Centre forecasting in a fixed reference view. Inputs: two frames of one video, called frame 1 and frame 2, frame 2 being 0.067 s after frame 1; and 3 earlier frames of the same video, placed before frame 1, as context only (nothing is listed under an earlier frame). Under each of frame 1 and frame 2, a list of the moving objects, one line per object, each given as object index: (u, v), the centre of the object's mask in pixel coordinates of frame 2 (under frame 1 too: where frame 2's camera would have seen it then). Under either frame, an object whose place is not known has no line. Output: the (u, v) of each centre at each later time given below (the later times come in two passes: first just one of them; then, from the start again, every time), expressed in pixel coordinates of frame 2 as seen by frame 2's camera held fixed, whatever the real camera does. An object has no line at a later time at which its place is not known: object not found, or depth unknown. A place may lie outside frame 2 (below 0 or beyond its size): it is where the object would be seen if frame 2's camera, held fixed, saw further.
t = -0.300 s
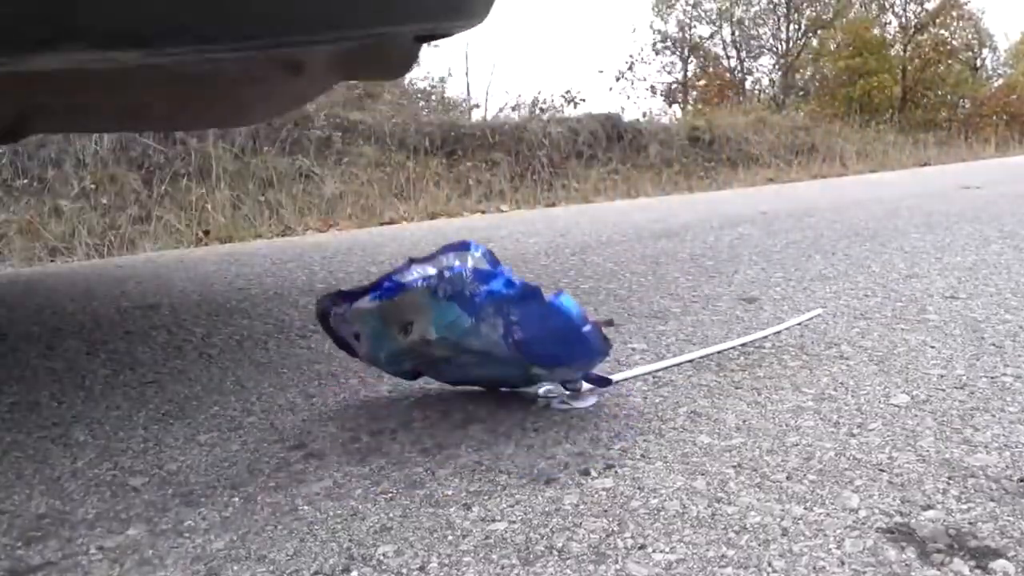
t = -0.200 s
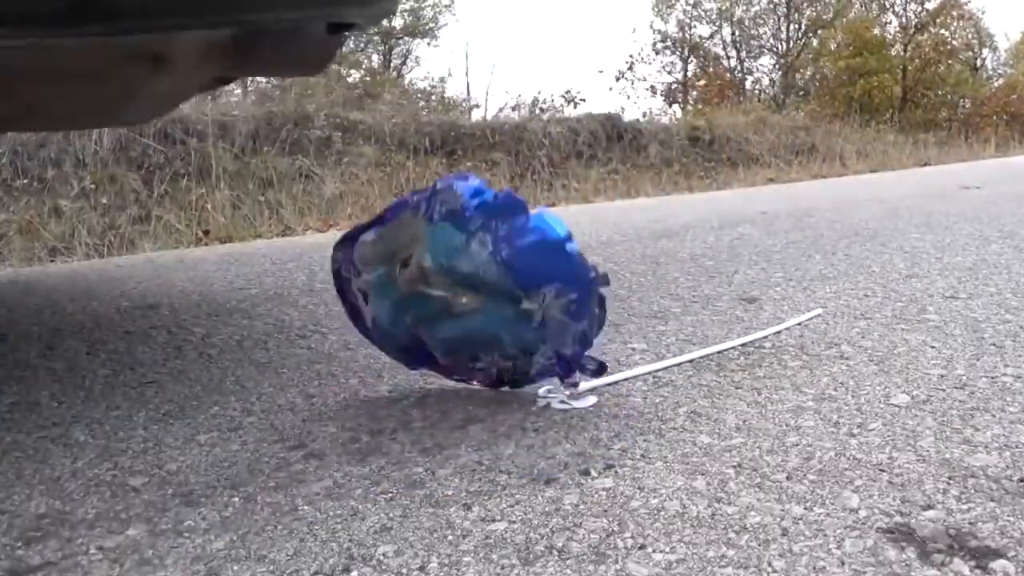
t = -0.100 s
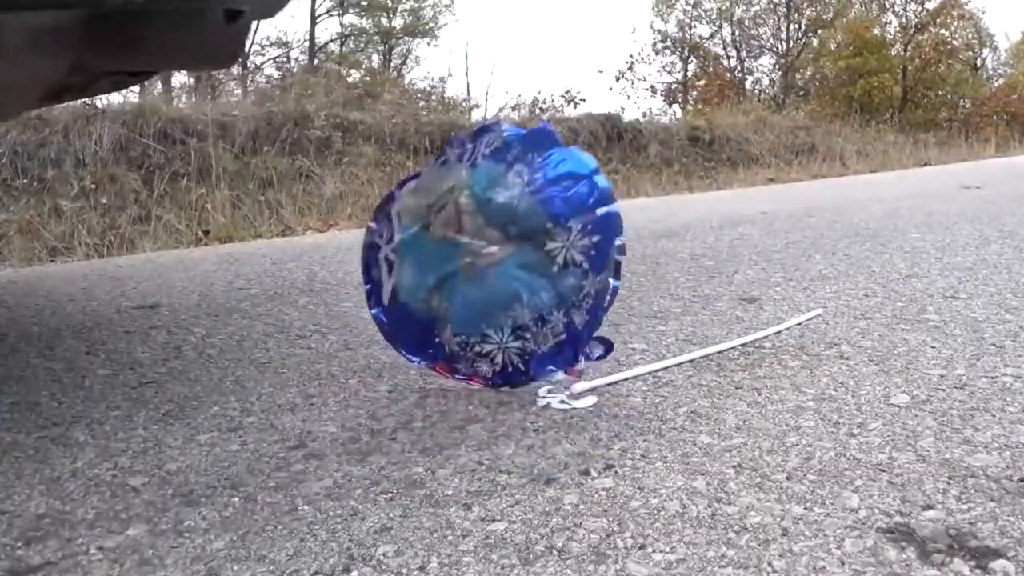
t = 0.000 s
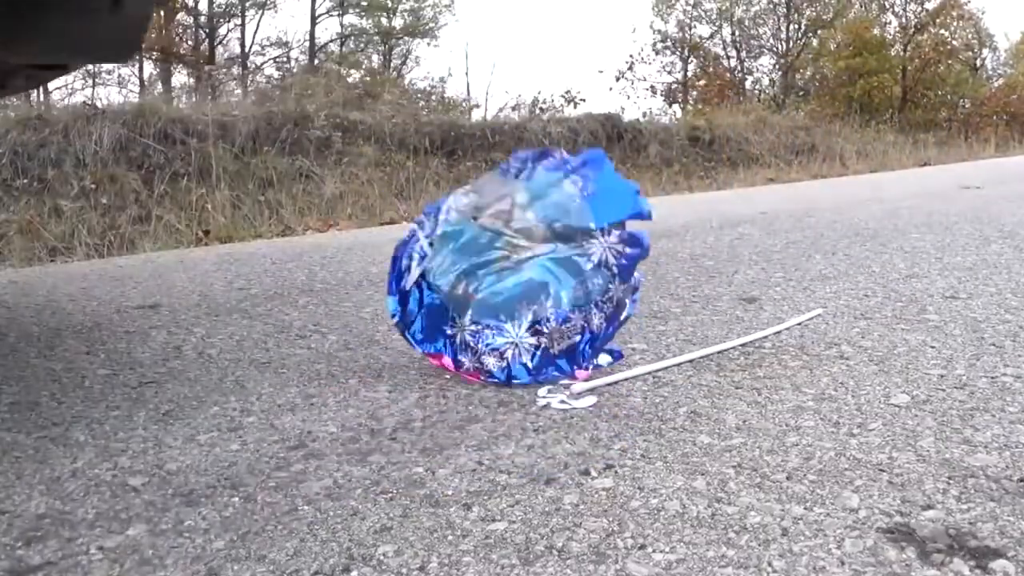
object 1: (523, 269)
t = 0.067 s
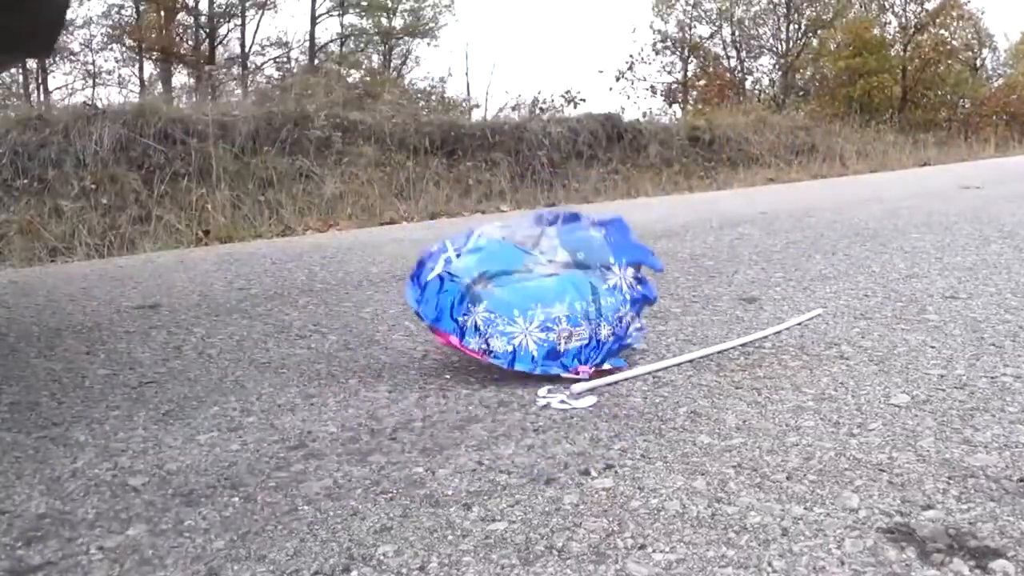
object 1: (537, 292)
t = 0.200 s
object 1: (563, 320)
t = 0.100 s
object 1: (543, 298)
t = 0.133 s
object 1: (556, 310)
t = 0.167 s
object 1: (563, 319)
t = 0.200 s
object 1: (563, 320)
